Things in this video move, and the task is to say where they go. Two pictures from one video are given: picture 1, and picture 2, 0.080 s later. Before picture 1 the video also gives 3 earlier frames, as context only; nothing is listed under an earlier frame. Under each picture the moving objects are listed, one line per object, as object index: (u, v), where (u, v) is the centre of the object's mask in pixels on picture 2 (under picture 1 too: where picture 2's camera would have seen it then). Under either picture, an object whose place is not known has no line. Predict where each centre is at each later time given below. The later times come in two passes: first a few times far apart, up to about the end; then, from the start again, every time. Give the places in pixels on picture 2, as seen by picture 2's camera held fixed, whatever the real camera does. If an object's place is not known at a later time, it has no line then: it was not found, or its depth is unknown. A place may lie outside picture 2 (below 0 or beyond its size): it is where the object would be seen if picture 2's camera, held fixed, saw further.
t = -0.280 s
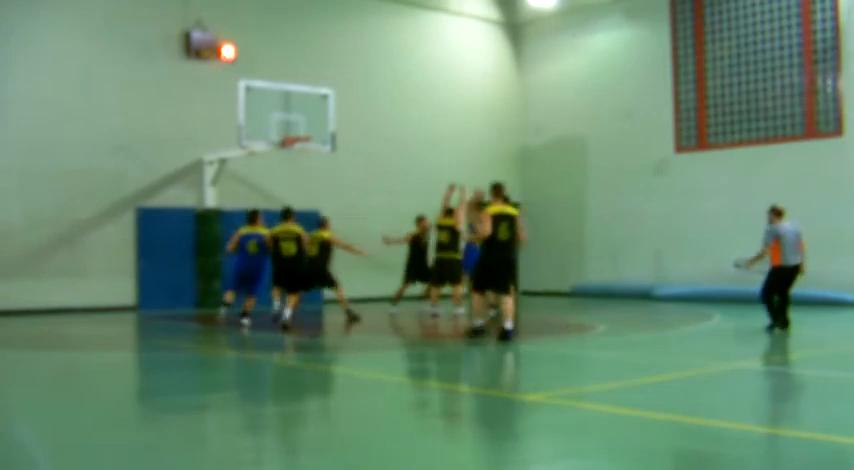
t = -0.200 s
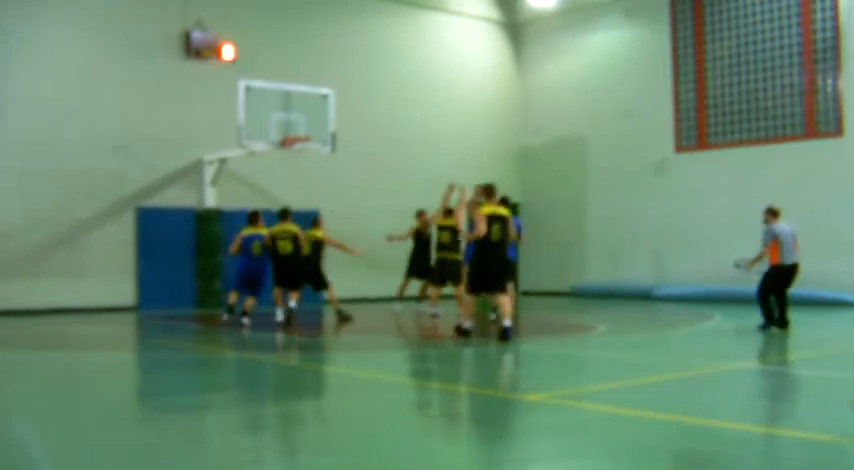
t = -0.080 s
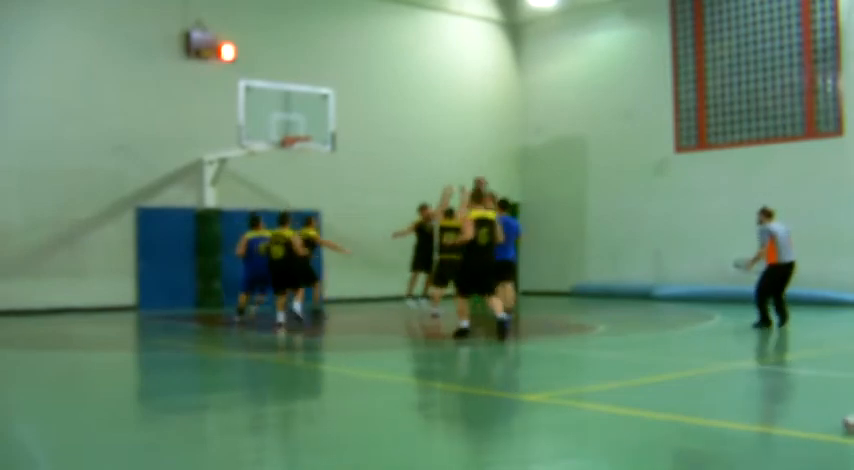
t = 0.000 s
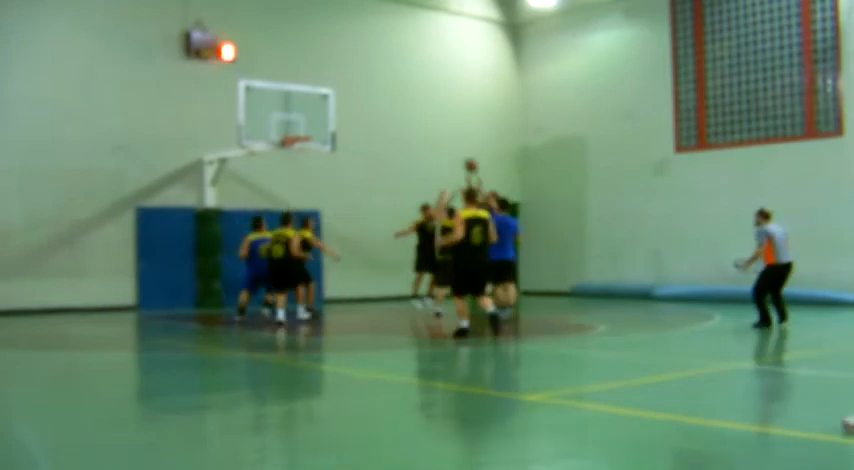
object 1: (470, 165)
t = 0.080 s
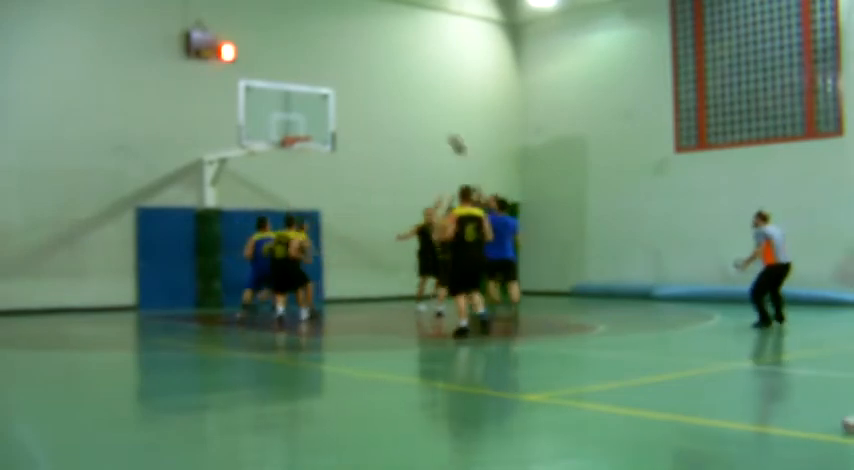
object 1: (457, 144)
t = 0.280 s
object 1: (421, 107)
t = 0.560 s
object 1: (373, 90)
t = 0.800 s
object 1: (331, 109)
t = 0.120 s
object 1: (449, 136)
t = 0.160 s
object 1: (441, 127)
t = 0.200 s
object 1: (435, 119)
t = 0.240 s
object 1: (428, 113)
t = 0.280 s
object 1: (421, 107)
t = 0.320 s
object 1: (414, 102)
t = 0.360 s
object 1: (407, 98)
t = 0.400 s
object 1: (400, 95)
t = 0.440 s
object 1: (394, 93)
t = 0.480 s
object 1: (387, 91)
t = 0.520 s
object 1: (380, 90)
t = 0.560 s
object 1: (373, 90)
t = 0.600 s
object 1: (366, 91)
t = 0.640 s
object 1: (360, 92)
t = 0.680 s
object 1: (352, 95)
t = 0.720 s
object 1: (346, 98)
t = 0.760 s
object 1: (338, 103)
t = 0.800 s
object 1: (331, 109)
